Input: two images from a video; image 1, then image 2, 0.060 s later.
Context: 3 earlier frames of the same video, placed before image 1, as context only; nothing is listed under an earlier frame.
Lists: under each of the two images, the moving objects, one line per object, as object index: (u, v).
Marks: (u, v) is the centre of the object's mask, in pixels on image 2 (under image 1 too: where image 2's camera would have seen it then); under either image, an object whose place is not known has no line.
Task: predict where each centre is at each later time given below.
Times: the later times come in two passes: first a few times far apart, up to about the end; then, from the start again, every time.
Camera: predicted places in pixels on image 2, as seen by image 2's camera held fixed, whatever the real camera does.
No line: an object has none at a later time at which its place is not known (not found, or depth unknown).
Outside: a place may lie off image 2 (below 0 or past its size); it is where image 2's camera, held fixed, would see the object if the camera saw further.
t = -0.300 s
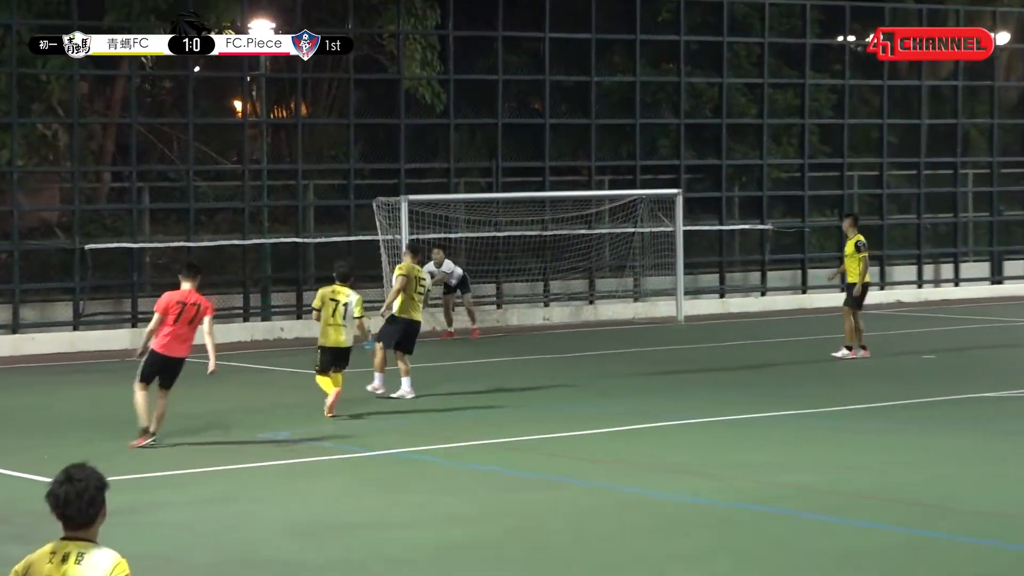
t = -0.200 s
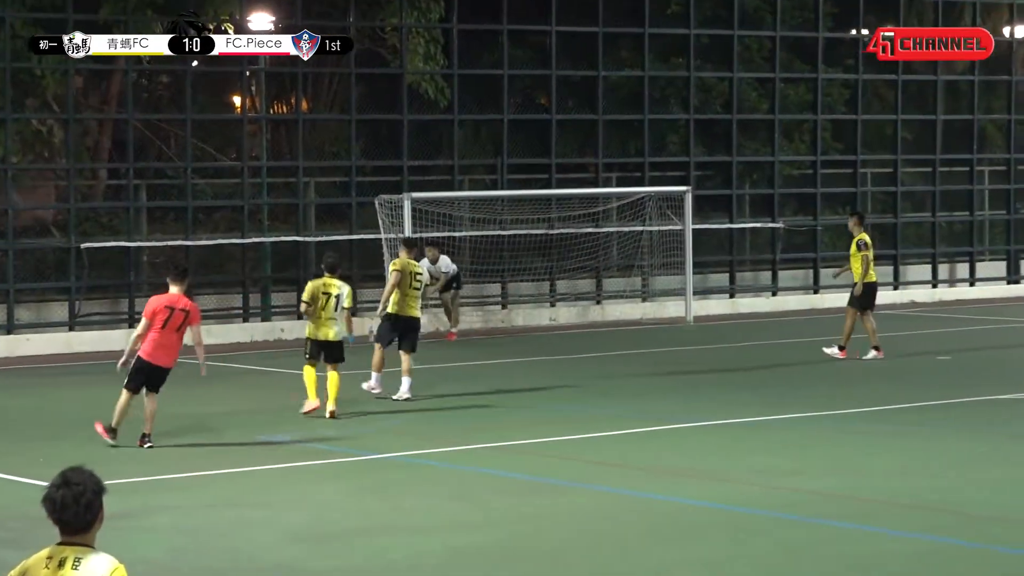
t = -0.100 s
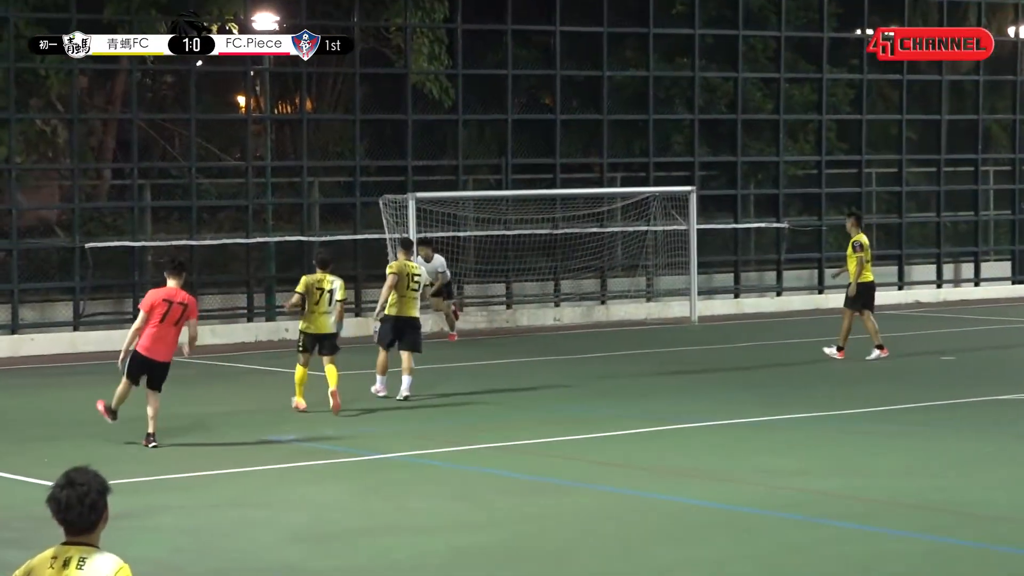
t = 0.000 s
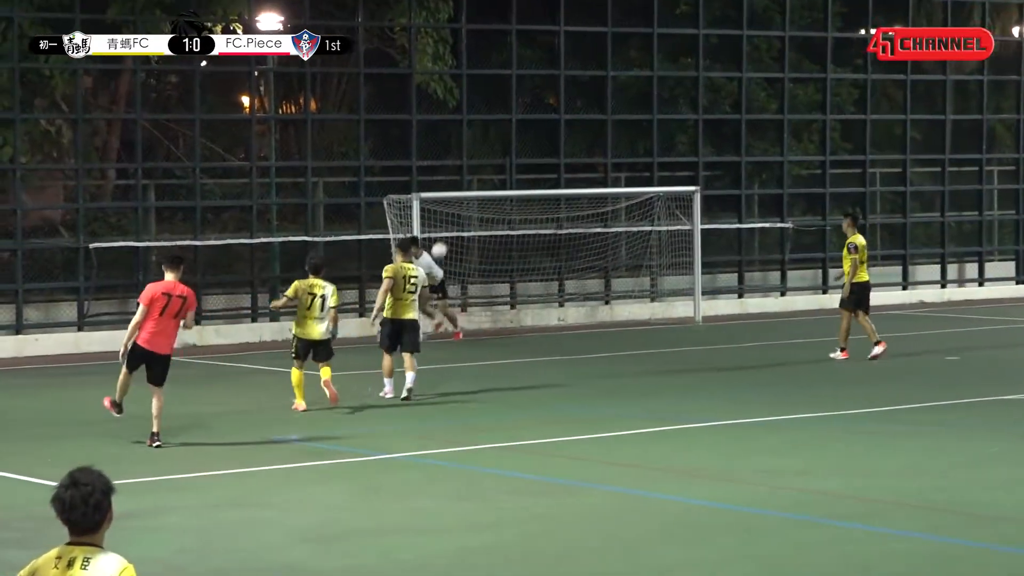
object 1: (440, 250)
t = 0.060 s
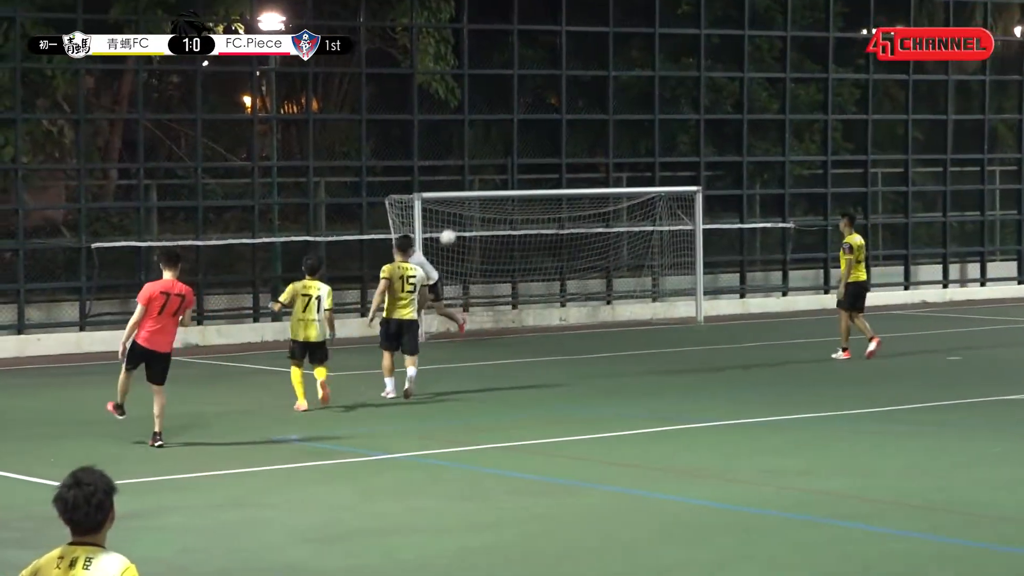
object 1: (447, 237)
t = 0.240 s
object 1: (469, 211)
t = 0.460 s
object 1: (495, 209)
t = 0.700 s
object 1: (523, 245)
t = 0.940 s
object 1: (553, 320)
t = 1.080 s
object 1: (557, 305)
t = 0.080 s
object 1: (450, 233)
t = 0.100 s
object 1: (453, 229)
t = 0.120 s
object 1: (455, 225)
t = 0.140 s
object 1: (458, 222)
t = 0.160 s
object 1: (459, 220)
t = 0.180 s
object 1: (462, 217)
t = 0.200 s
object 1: (464, 215)
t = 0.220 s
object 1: (467, 213)
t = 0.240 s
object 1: (469, 211)
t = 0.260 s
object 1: (472, 209)
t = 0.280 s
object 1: (474, 208)
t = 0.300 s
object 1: (476, 207)
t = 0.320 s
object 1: (478, 206)
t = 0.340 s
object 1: (481, 206)
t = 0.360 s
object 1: (483, 205)
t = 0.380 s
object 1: (485, 206)
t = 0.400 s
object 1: (488, 206)
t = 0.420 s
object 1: (490, 207)
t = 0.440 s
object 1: (492, 208)
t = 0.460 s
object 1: (495, 209)
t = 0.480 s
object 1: (497, 210)
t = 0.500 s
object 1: (500, 212)
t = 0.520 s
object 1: (502, 214)
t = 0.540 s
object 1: (504, 216)
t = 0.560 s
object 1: (506, 219)
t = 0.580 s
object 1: (509, 222)
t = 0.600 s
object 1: (511, 225)
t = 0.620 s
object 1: (514, 228)
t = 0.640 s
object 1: (517, 232)
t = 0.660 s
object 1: (518, 236)
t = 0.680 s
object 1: (521, 241)
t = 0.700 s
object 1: (523, 245)
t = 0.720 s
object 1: (526, 250)
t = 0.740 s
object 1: (528, 255)
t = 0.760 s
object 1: (530, 260)
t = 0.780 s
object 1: (533, 265)
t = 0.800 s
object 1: (535, 271)
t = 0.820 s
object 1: (538, 277)
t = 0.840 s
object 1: (540, 283)
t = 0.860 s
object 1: (543, 290)
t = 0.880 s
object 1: (545, 297)
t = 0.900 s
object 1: (548, 303)
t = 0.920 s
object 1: (550, 310)
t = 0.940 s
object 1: (553, 320)
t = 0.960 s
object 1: (555, 328)
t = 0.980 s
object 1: (558, 335)
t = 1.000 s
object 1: (558, 332)
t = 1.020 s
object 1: (558, 325)
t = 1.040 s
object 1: (558, 317)
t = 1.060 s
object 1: (558, 311)
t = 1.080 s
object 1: (557, 305)
